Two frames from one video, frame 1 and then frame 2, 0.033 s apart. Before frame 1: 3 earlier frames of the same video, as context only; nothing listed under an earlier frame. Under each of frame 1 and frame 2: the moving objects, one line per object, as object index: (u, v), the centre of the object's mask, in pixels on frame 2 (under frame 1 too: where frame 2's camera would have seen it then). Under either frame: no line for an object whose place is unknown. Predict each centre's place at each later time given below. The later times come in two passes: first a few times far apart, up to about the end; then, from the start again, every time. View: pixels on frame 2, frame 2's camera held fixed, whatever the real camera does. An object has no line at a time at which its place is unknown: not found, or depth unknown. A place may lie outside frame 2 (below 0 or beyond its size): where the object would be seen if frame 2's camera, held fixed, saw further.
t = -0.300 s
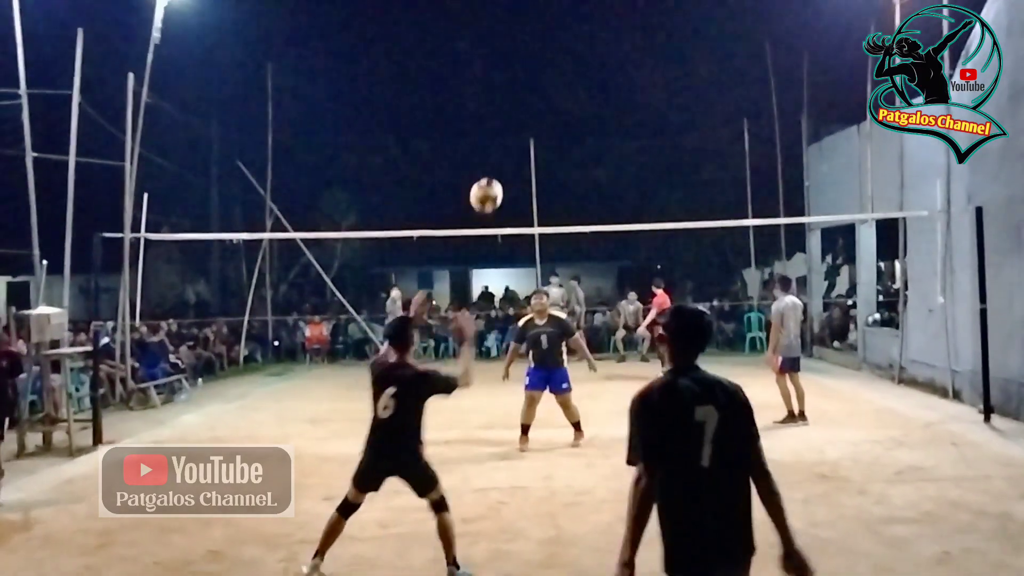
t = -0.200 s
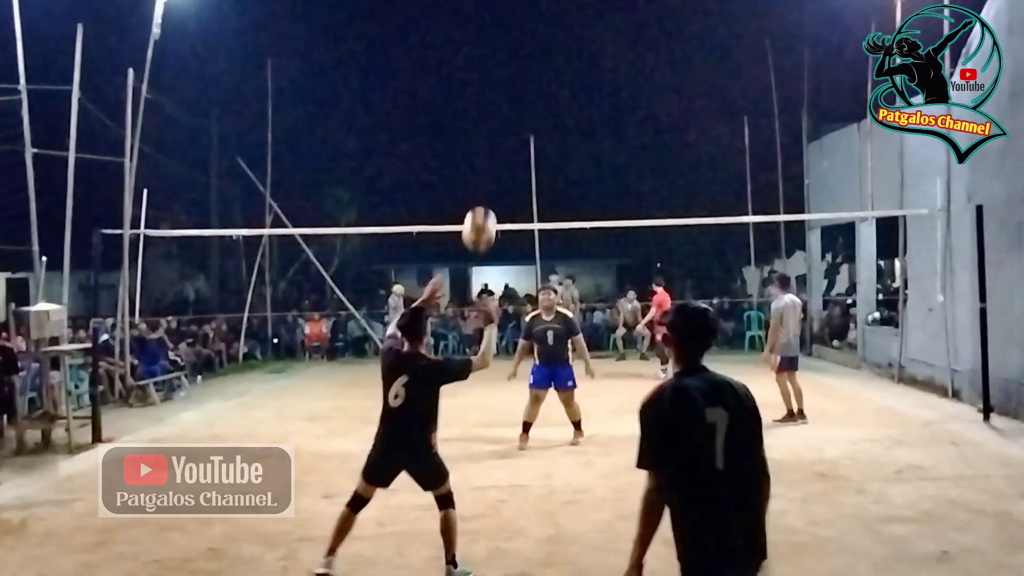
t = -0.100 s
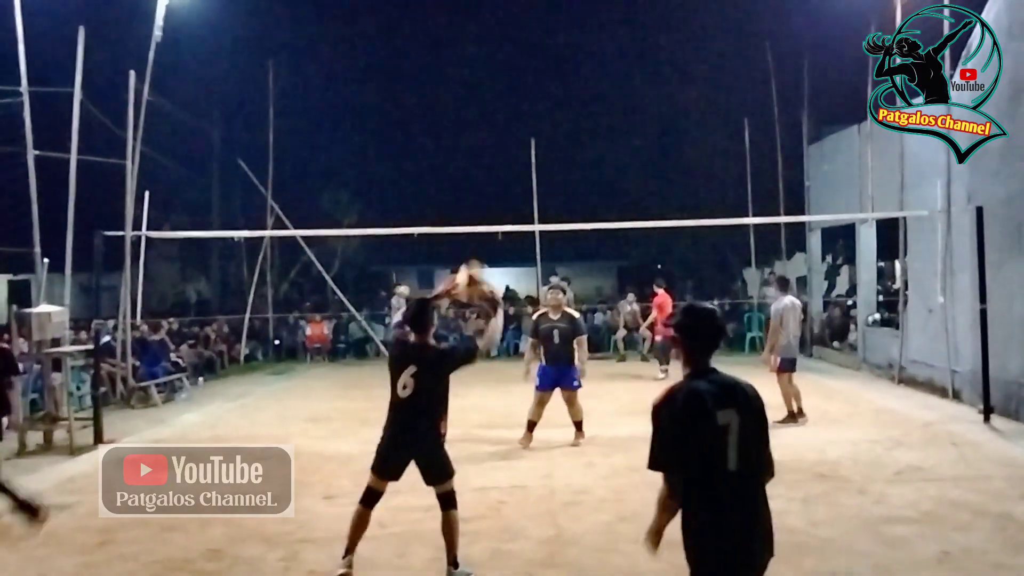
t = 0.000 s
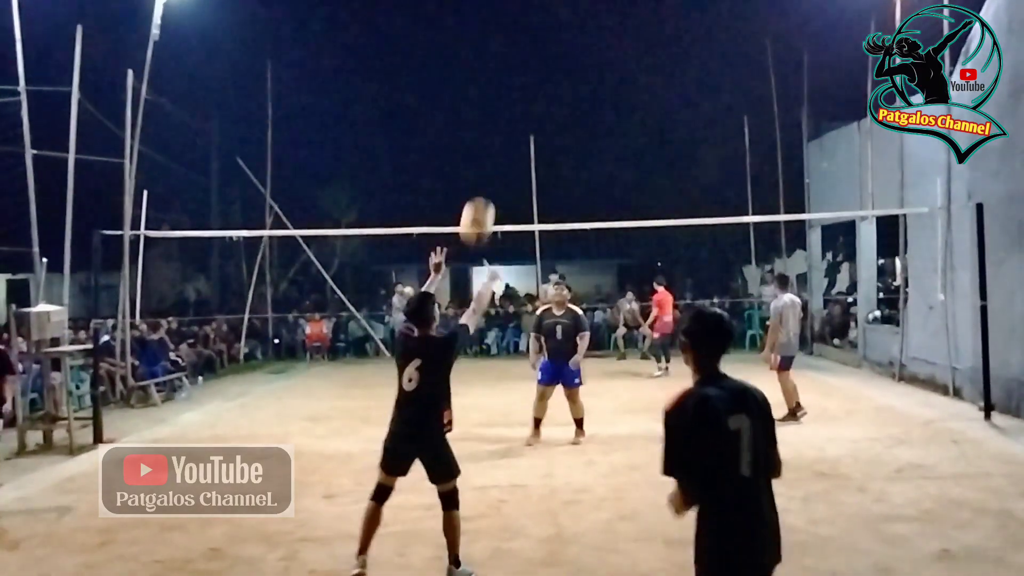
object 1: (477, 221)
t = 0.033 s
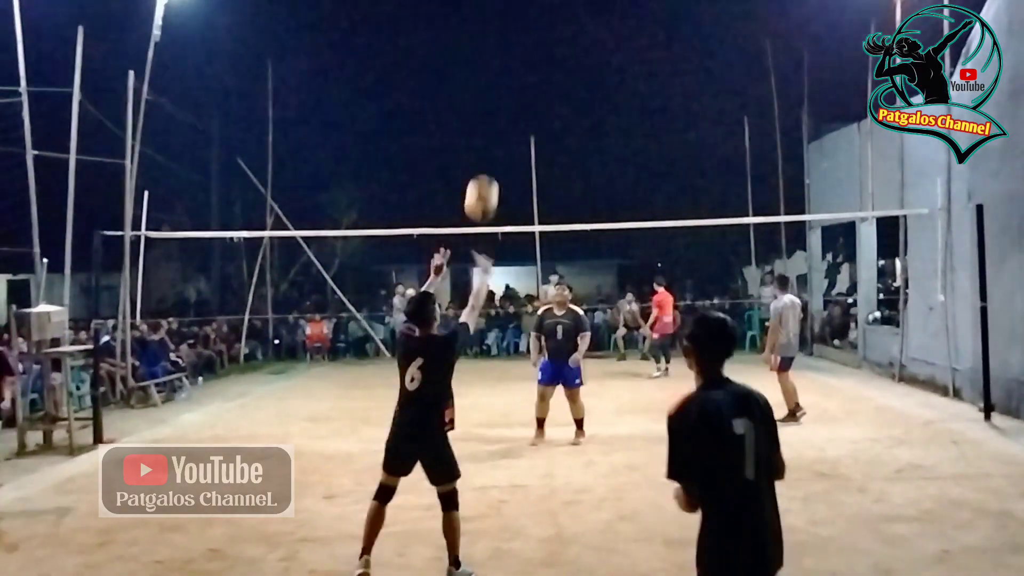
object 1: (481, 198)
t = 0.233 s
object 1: (504, 104)
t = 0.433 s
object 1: (523, 72)
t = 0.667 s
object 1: (544, 100)
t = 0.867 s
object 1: (559, 162)
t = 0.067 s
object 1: (485, 178)
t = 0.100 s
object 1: (489, 159)
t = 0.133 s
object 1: (492, 142)
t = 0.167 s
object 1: (497, 127)
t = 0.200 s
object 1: (500, 115)
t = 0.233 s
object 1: (504, 104)
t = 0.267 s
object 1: (507, 94)
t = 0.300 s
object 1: (510, 87)
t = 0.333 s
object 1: (513, 81)
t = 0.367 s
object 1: (517, 77)
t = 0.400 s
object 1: (520, 74)
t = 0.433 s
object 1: (523, 72)
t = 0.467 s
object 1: (526, 72)
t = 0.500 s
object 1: (530, 74)
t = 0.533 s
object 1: (532, 77)
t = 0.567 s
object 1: (536, 81)
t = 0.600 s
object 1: (538, 86)
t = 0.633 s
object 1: (541, 93)
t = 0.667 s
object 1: (544, 100)
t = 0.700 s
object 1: (547, 108)
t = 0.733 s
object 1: (549, 117)
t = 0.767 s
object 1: (552, 127)
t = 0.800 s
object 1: (554, 138)
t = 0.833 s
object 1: (557, 150)
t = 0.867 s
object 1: (559, 162)
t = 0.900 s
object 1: (562, 176)
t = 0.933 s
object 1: (564, 190)
